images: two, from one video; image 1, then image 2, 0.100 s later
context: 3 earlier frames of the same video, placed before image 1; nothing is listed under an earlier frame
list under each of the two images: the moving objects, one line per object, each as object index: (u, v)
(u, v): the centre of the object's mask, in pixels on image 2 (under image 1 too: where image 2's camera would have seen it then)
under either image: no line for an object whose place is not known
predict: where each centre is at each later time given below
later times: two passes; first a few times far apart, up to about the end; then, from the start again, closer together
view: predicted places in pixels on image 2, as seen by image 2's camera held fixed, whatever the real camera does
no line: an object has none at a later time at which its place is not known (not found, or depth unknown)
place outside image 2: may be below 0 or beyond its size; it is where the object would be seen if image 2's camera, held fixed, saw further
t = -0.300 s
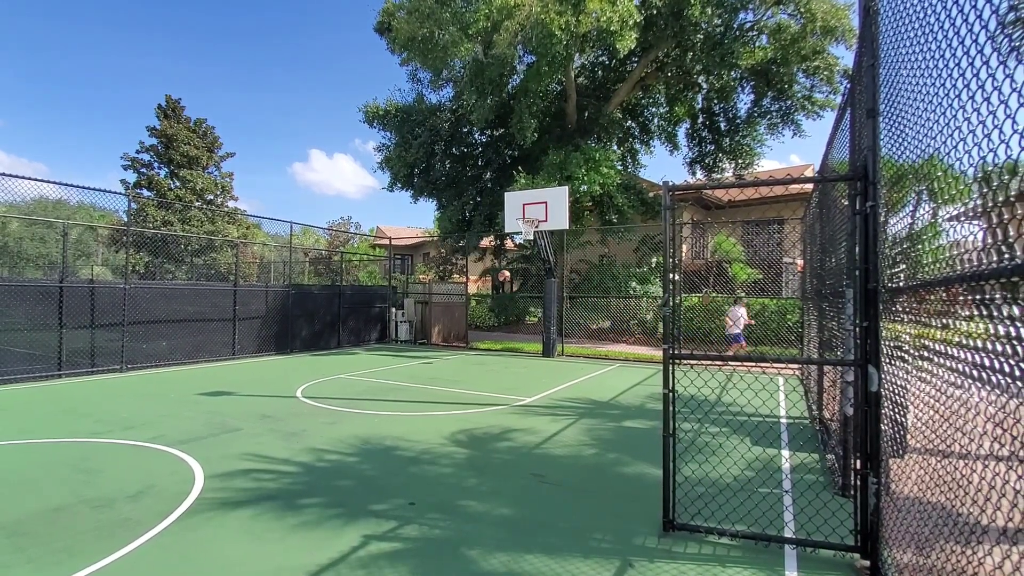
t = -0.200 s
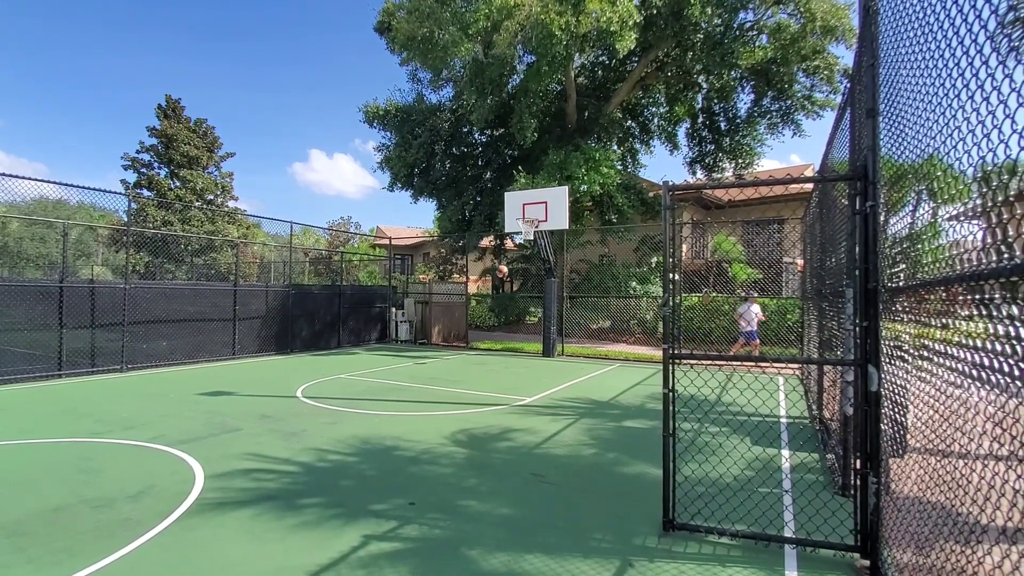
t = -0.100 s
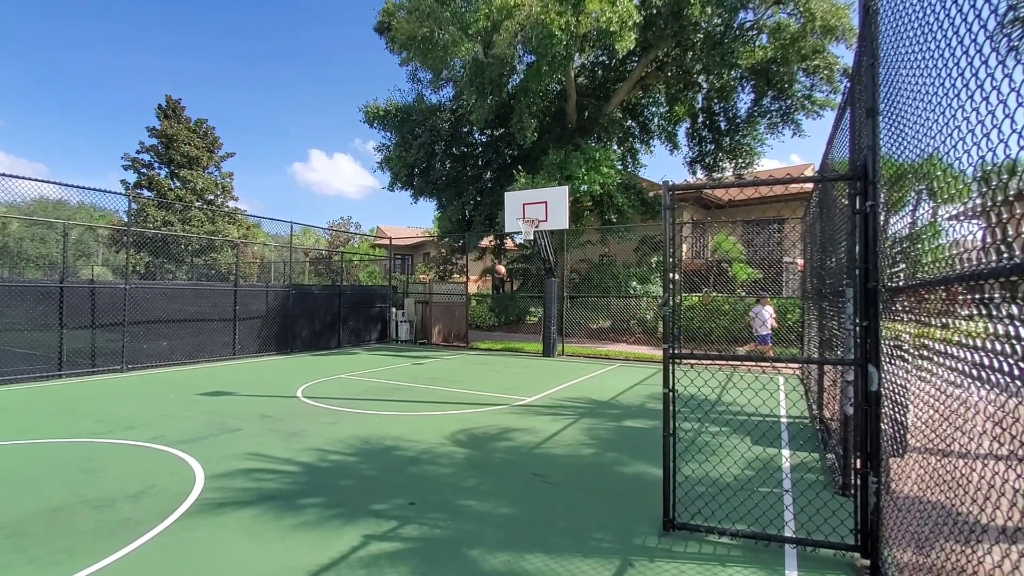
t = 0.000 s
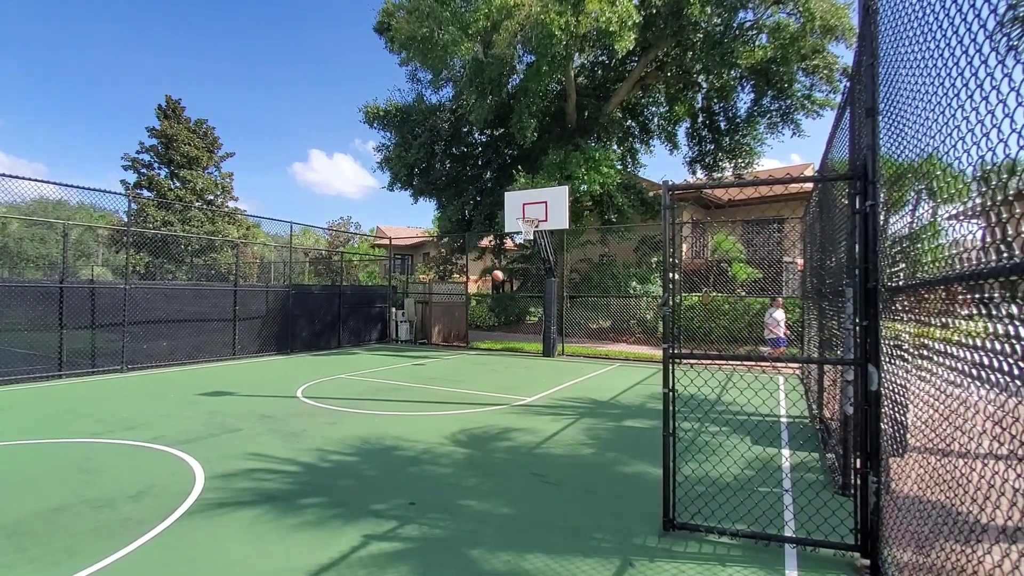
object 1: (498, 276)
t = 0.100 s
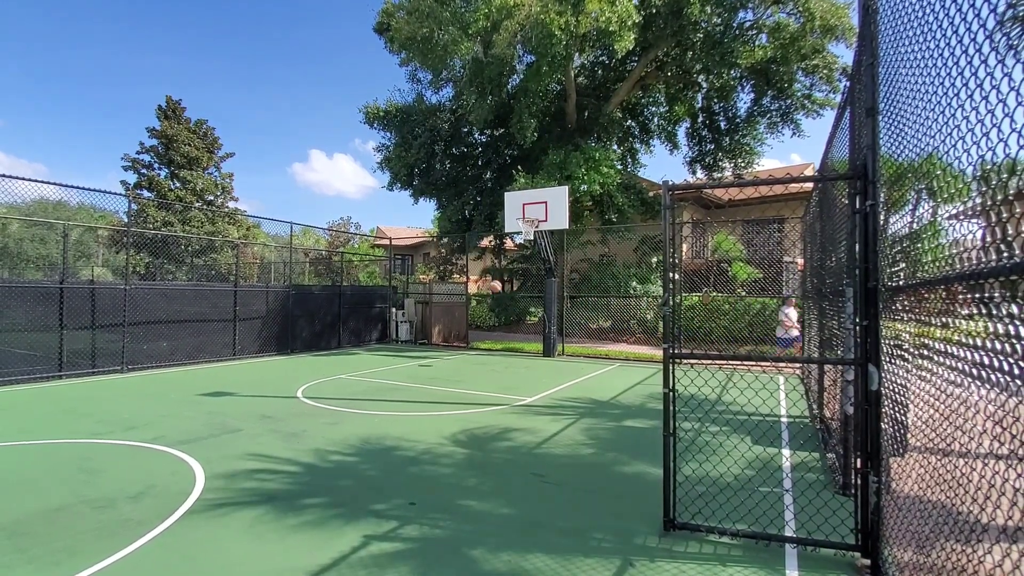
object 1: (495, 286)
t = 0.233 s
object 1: (492, 308)
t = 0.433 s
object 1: (487, 358)
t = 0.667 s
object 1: (483, 323)
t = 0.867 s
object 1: (479, 302)
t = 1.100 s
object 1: (474, 304)
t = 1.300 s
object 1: (470, 332)
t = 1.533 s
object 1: (465, 358)
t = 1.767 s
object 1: (461, 327)
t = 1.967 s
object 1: (458, 325)
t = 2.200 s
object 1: (453, 352)
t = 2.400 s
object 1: (450, 364)
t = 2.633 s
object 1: (445, 341)
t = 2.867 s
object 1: (441, 355)
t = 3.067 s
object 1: (437, 382)
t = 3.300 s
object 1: (433, 359)
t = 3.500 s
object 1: (428, 370)
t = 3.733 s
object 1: (423, 384)
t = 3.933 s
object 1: (419, 375)
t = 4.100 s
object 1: (415, 392)
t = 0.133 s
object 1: (495, 291)
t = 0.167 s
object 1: (493, 296)
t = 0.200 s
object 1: (493, 302)
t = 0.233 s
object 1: (492, 308)
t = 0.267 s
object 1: (492, 315)
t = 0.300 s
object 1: (491, 322)
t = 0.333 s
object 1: (490, 330)
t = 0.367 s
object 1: (489, 338)
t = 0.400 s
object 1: (488, 348)
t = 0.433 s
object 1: (487, 358)
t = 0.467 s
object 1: (486, 363)
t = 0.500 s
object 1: (486, 355)
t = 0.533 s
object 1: (485, 347)
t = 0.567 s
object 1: (484, 341)
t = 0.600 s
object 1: (484, 334)
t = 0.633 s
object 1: (483, 328)
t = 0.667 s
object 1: (483, 323)
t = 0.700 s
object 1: (482, 318)
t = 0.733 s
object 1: (481, 313)
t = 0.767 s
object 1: (480, 310)
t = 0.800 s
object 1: (480, 307)
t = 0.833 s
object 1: (479, 304)
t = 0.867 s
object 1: (479, 302)
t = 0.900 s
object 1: (478, 301)
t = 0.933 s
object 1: (477, 300)
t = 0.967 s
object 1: (477, 300)
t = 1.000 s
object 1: (476, 300)
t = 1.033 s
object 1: (476, 301)
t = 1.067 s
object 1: (475, 302)
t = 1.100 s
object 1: (474, 304)
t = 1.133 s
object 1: (473, 308)
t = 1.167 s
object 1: (473, 312)
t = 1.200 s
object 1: (472, 316)
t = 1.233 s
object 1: (471, 321)
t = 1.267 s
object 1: (470, 326)
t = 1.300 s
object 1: (470, 332)
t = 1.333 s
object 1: (469, 339)
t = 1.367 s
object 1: (468, 346)
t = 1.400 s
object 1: (467, 354)
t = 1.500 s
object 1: (466, 365)
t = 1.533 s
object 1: (465, 358)
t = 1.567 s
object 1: (464, 352)
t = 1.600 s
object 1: (464, 346)
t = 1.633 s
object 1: (463, 340)
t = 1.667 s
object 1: (463, 337)
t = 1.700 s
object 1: (462, 333)
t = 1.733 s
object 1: (461, 330)
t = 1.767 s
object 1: (461, 327)
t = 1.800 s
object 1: (460, 325)
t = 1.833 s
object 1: (460, 324)
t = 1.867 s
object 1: (459, 323)
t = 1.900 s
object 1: (459, 323)
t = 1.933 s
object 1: (458, 324)
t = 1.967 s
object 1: (458, 325)
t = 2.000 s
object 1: (457, 326)
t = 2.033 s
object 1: (457, 329)
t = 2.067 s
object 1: (456, 333)
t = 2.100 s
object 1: (456, 336)
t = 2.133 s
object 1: (455, 341)
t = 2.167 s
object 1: (454, 346)
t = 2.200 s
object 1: (453, 352)
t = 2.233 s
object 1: (453, 360)
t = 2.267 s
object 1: (452, 368)
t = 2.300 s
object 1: (451, 376)
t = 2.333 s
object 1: (451, 376)
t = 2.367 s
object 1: (450, 369)
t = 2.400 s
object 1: (450, 364)
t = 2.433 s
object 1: (449, 359)
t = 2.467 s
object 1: (449, 354)
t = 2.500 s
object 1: (448, 350)
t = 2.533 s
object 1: (447, 347)
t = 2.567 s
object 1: (447, 344)
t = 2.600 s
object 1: (446, 343)
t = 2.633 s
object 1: (445, 341)
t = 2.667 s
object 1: (445, 341)
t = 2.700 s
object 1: (444, 342)
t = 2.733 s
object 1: (444, 343)
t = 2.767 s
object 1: (443, 344)
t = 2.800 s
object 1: (443, 347)
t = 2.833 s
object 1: (442, 351)
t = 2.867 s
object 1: (441, 355)
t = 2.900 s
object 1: (441, 361)
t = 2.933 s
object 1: (440, 366)
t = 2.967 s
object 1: (439, 373)
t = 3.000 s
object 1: (439, 380)
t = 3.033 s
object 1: (438, 388)
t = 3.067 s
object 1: (437, 382)
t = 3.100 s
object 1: (436, 376)
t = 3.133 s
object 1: (436, 372)
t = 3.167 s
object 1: (435, 367)
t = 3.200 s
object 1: (434, 364)
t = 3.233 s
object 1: (434, 362)
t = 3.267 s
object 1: (433, 360)
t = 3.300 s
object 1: (433, 359)
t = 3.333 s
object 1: (432, 359)
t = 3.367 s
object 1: (431, 359)
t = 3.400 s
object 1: (430, 360)
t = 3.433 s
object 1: (429, 363)
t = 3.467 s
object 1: (429, 366)
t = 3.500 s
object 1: (428, 370)
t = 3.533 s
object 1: (427, 375)
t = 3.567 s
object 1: (427, 380)
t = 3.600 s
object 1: (426, 387)
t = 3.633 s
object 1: (425, 395)
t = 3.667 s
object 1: (424, 393)
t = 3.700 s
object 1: (424, 388)
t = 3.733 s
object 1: (423, 384)
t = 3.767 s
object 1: (422, 380)
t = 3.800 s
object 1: (421, 377)
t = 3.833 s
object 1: (421, 376)
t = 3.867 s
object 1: (420, 375)
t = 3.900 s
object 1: (419, 375)
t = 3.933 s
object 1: (419, 375)
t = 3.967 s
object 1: (418, 377)
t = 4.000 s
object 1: (417, 379)
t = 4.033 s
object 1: (416, 383)
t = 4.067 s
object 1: (416, 387)
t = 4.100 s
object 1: (415, 392)
